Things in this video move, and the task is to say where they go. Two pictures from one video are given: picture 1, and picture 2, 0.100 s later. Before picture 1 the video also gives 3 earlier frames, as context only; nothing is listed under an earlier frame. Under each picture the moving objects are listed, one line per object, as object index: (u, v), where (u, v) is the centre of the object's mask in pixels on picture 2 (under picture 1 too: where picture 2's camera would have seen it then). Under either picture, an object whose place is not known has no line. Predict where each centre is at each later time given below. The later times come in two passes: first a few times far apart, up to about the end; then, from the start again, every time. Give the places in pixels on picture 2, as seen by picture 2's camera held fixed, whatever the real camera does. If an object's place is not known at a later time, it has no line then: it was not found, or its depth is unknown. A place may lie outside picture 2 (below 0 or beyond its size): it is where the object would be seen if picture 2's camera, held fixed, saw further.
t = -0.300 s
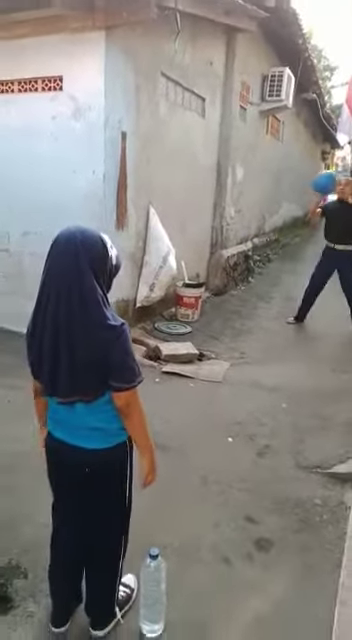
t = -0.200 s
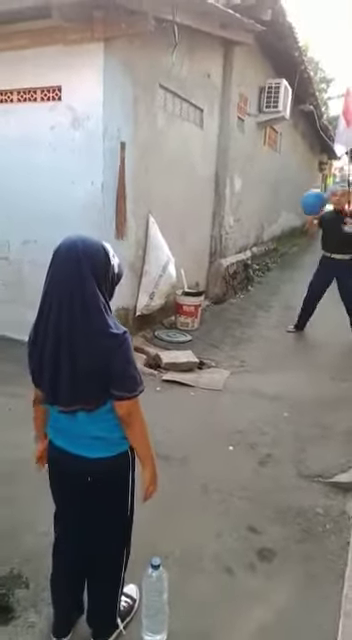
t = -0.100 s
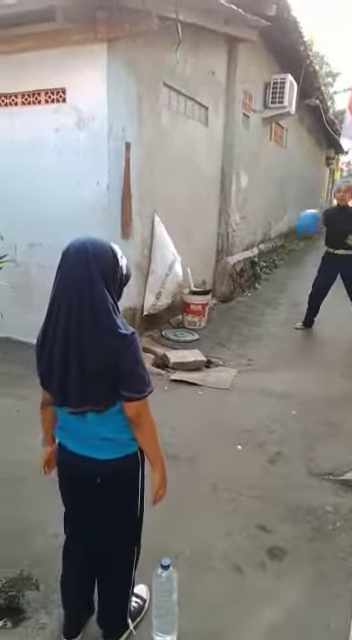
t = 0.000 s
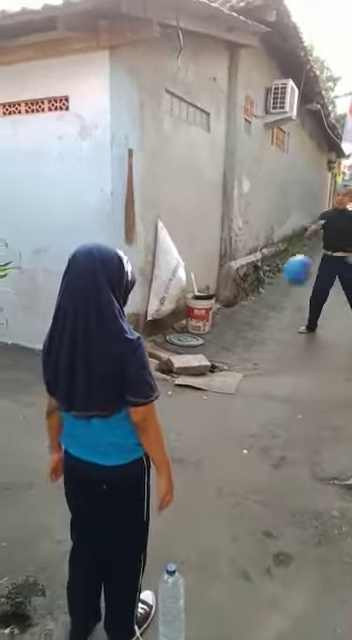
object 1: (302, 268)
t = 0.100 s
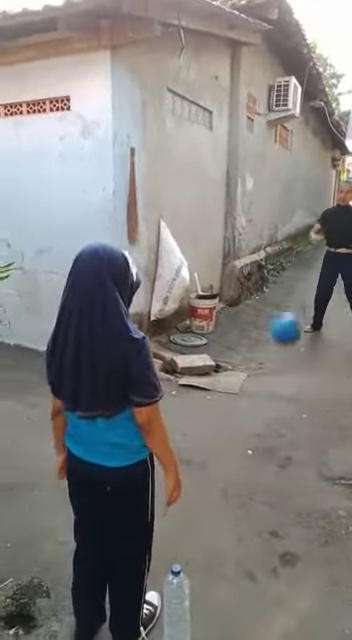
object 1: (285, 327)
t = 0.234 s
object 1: (263, 426)
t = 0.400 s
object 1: (239, 387)
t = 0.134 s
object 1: (280, 351)
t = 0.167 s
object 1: (274, 378)
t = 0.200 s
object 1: (268, 407)
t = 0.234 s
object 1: (263, 426)
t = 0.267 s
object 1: (258, 416)
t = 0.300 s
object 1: (254, 406)
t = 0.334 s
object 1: (250, 398)
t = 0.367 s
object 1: (244, 392)
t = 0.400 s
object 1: (239, 387)
